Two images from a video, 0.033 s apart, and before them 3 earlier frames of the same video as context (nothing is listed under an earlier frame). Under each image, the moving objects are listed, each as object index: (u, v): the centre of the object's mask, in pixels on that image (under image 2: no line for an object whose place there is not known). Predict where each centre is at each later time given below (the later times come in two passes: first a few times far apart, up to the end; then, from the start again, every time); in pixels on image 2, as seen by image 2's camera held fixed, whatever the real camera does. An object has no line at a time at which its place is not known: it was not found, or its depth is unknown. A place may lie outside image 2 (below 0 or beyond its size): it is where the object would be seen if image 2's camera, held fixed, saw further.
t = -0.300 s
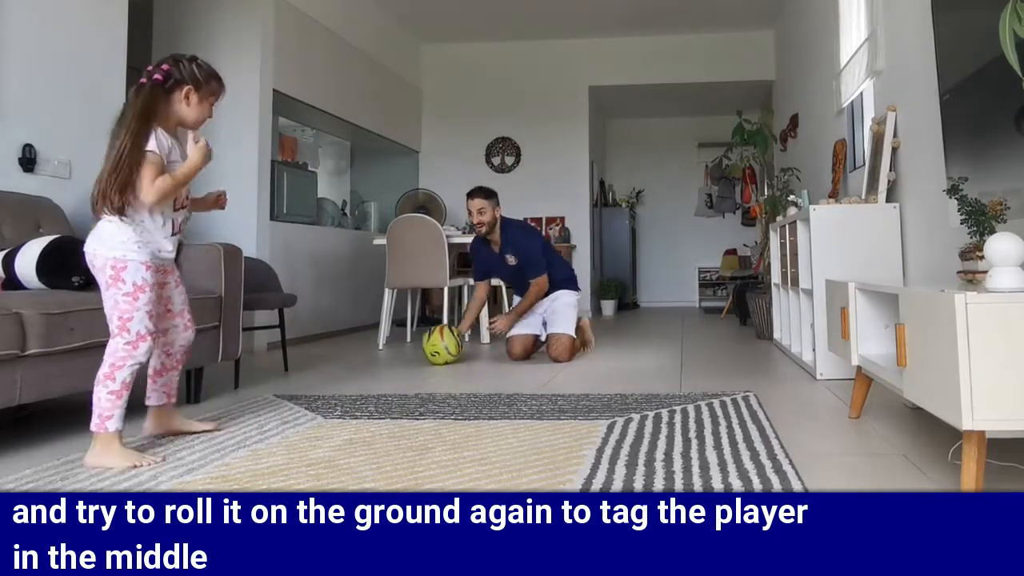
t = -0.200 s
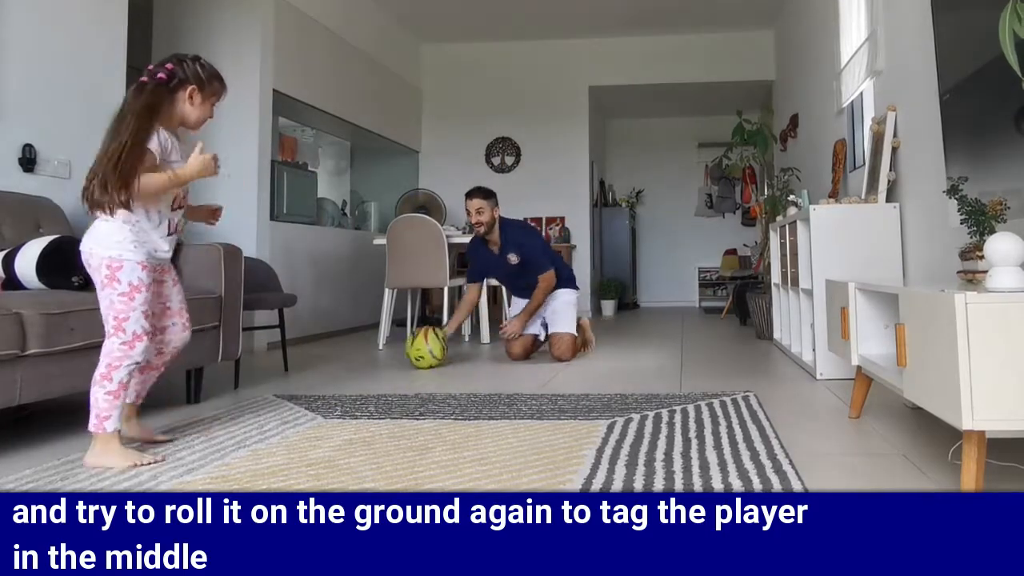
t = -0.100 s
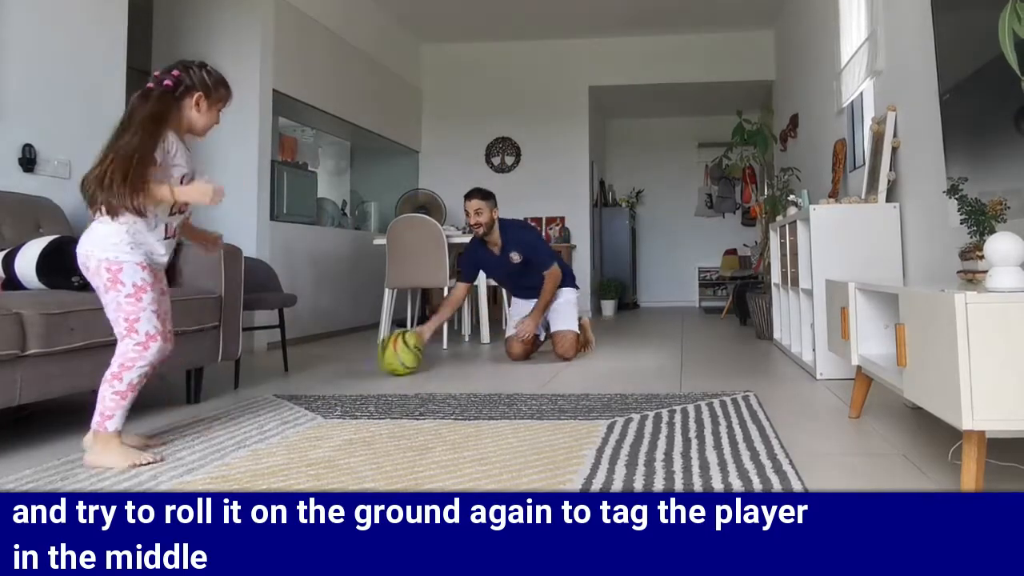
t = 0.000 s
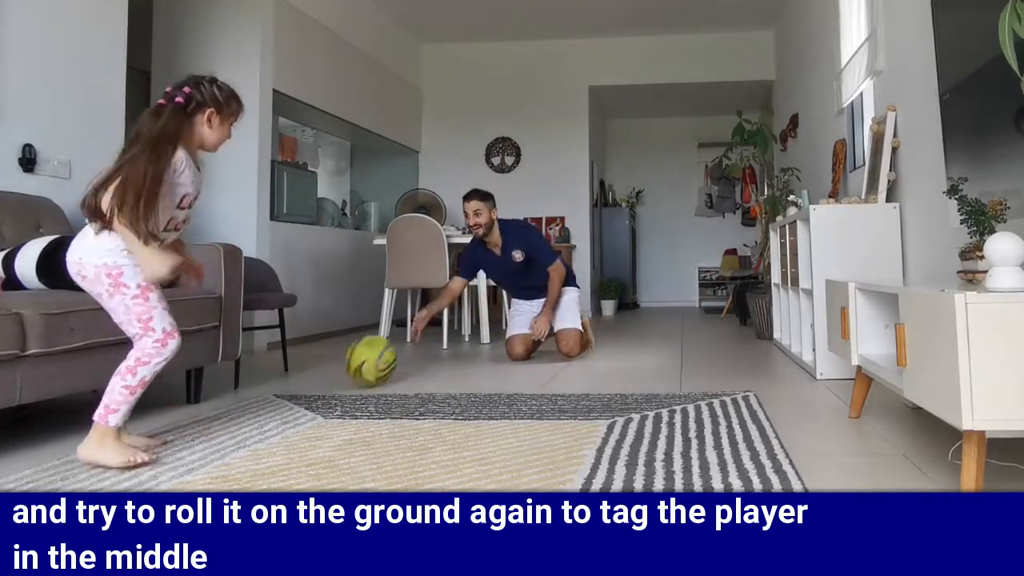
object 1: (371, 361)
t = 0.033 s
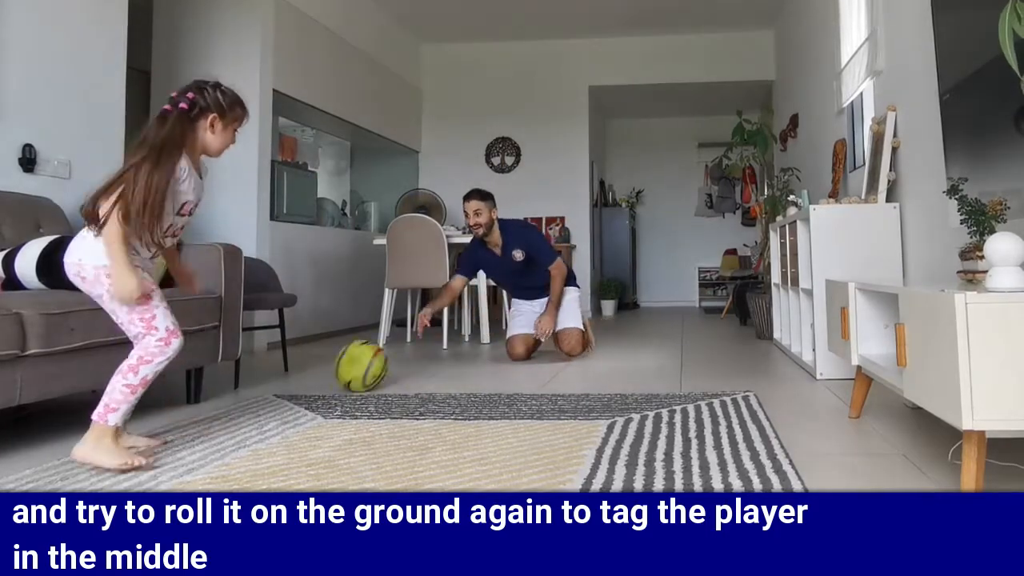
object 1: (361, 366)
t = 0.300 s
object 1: (277, 389)
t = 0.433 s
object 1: (218, 410)
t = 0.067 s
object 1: (353, 366)
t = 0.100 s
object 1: (343, 368)
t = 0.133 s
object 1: (333, 371)
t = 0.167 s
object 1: (324, 374)
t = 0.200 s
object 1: (312, 379)
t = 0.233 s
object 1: (301, 381)
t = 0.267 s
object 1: (290, 385)
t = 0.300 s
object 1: (277, 389)
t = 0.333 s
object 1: (264, 394)
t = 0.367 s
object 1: (250, 399)
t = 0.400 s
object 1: (234, 405)
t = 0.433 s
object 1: (218, 410)
